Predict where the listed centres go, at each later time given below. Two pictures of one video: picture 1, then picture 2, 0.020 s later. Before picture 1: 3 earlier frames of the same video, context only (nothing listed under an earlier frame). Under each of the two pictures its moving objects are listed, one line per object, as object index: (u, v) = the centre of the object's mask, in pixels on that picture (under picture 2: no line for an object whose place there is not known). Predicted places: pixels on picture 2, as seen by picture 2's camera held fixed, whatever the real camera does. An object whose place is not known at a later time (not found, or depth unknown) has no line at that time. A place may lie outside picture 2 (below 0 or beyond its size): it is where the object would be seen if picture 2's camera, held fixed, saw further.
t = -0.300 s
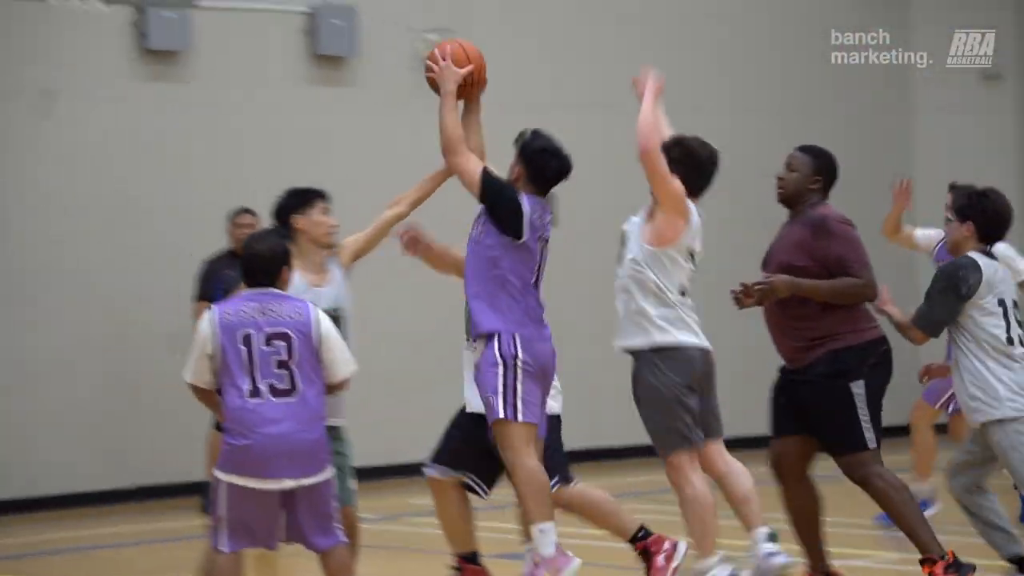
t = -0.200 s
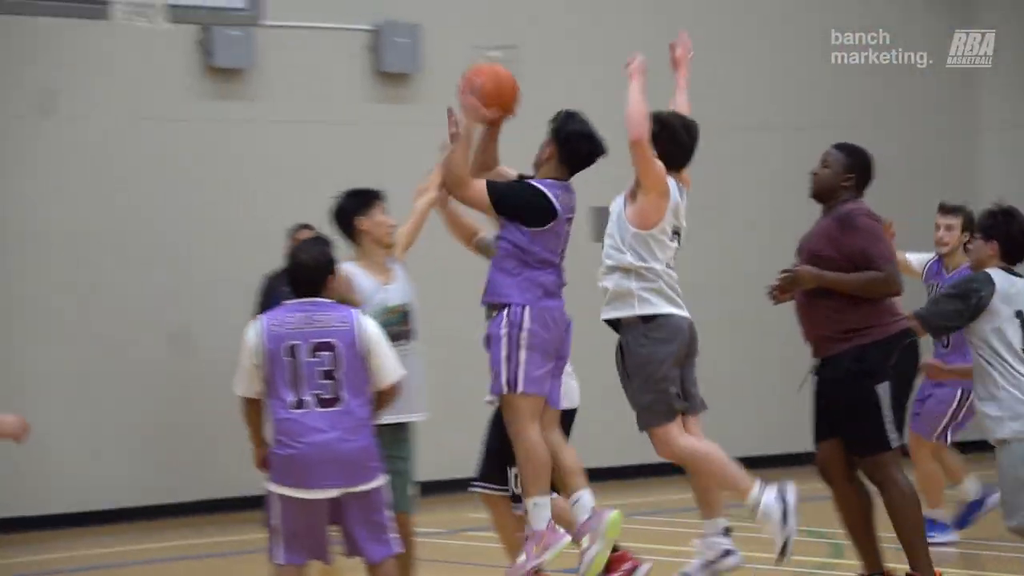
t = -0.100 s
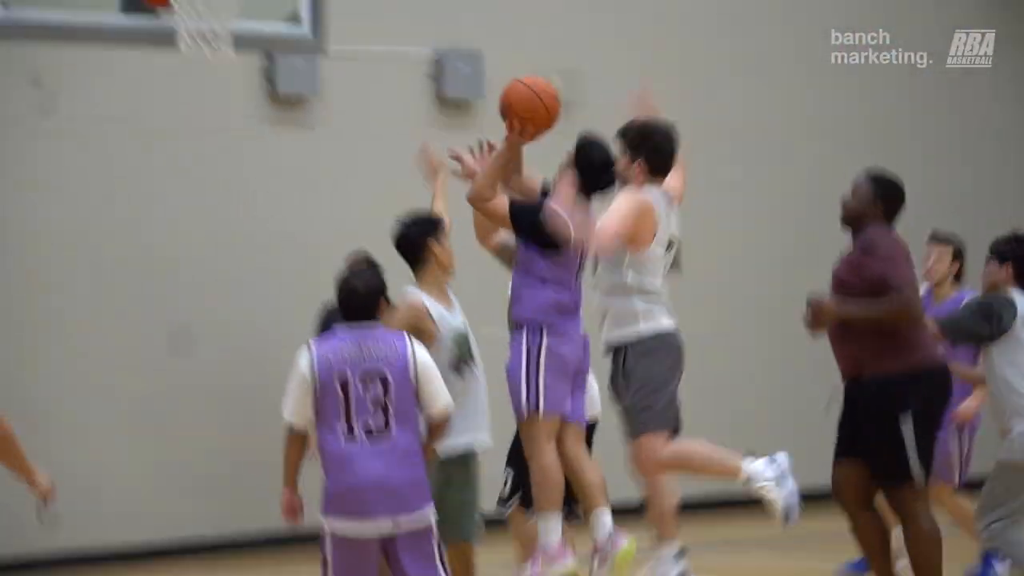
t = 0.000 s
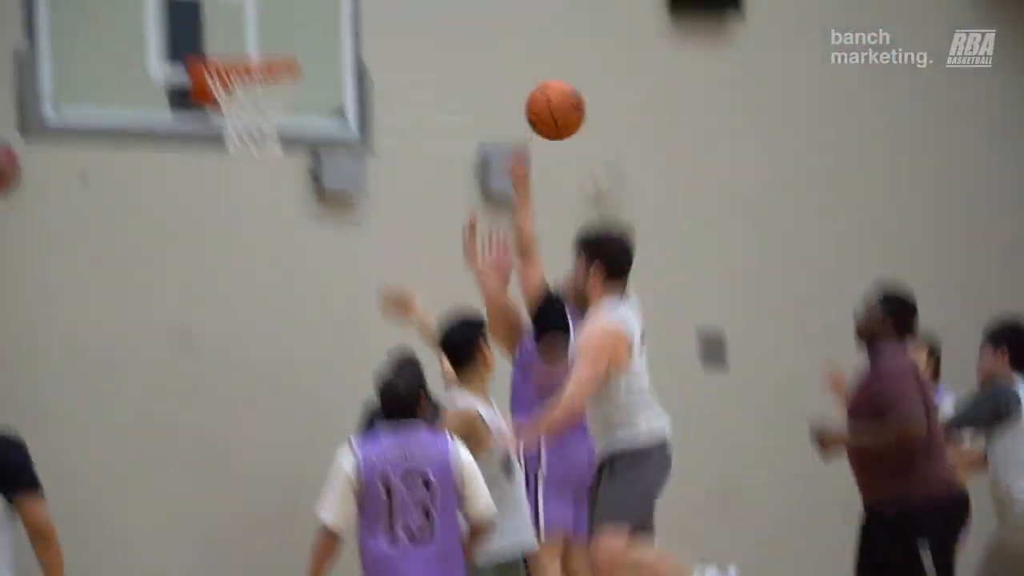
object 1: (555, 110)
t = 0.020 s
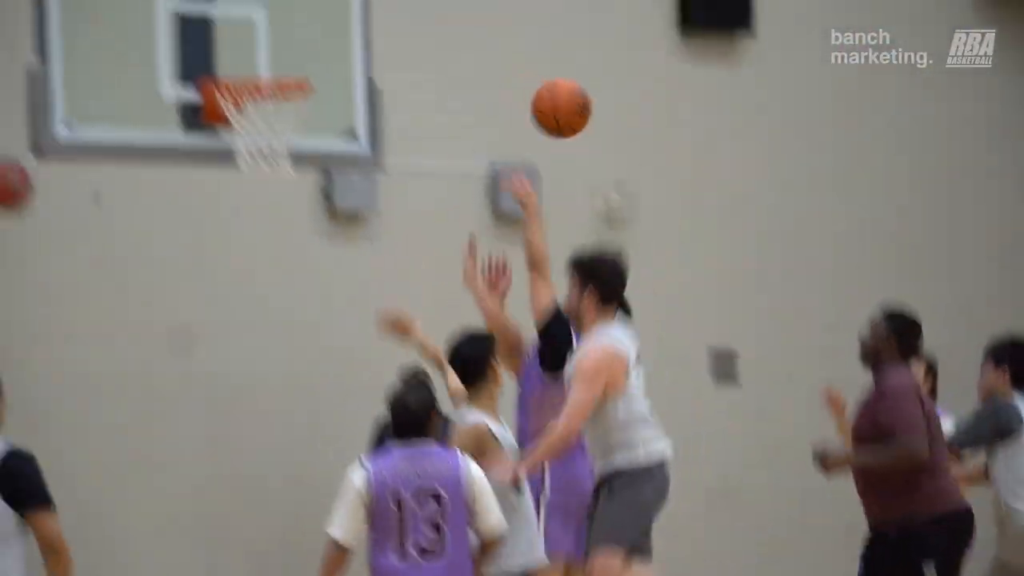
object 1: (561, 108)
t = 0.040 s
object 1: (557, 90)
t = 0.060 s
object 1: (553, 73)
